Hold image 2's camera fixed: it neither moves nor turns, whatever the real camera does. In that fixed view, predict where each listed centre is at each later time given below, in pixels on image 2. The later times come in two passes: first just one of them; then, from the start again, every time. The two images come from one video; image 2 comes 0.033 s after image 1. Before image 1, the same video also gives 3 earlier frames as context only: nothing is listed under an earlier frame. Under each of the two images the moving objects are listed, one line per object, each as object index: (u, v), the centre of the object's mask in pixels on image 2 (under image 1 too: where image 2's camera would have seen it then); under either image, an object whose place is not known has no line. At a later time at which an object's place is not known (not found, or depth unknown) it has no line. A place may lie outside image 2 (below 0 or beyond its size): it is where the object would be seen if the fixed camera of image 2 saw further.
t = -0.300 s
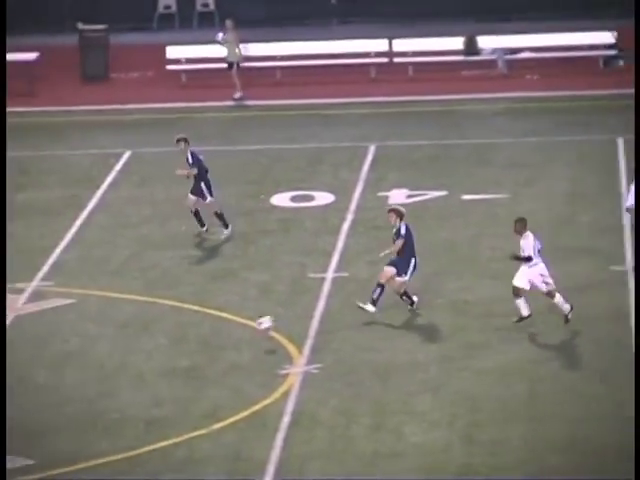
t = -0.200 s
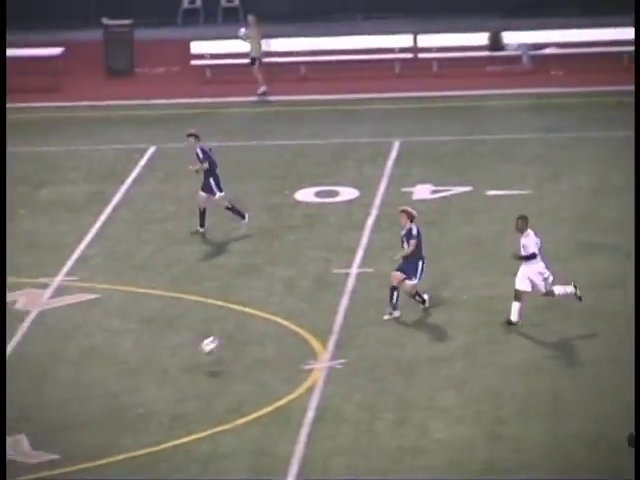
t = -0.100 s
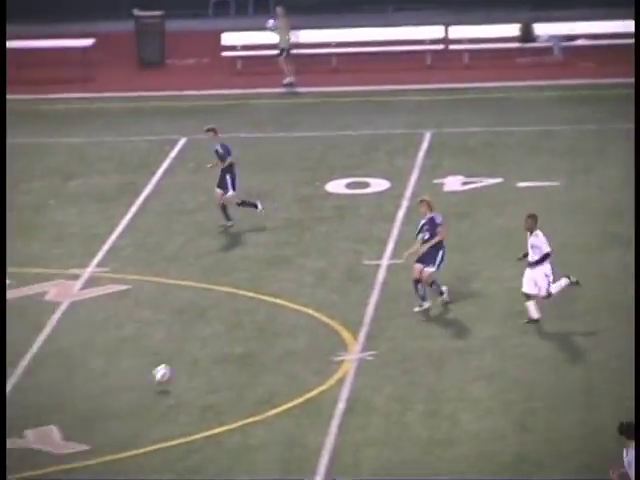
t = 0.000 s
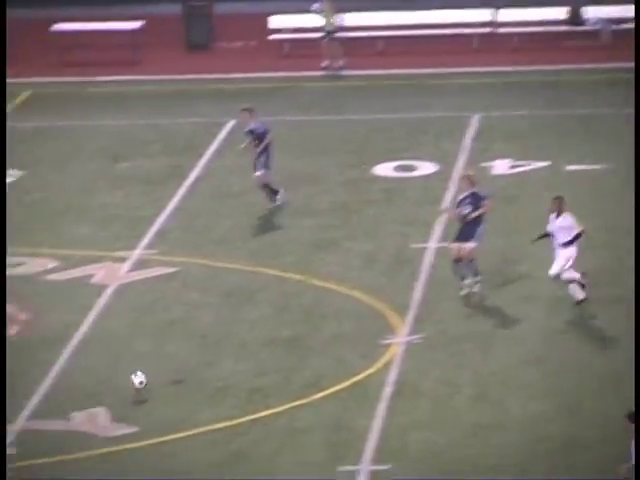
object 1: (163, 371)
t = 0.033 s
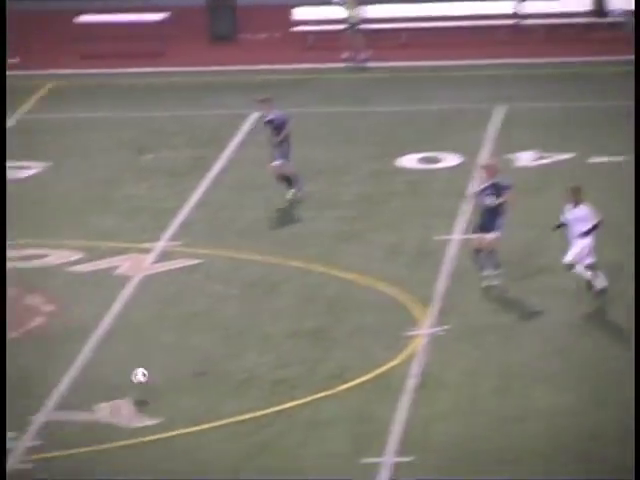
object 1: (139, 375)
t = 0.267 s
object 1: (-17, 446)
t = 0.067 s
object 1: (116, 382)
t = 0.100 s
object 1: (94, 390)
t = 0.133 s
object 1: (72, 399)
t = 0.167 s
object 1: (51, 408)
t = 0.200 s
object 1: (28, 421)
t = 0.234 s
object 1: (5, 434)
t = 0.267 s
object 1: (-17, 446)
